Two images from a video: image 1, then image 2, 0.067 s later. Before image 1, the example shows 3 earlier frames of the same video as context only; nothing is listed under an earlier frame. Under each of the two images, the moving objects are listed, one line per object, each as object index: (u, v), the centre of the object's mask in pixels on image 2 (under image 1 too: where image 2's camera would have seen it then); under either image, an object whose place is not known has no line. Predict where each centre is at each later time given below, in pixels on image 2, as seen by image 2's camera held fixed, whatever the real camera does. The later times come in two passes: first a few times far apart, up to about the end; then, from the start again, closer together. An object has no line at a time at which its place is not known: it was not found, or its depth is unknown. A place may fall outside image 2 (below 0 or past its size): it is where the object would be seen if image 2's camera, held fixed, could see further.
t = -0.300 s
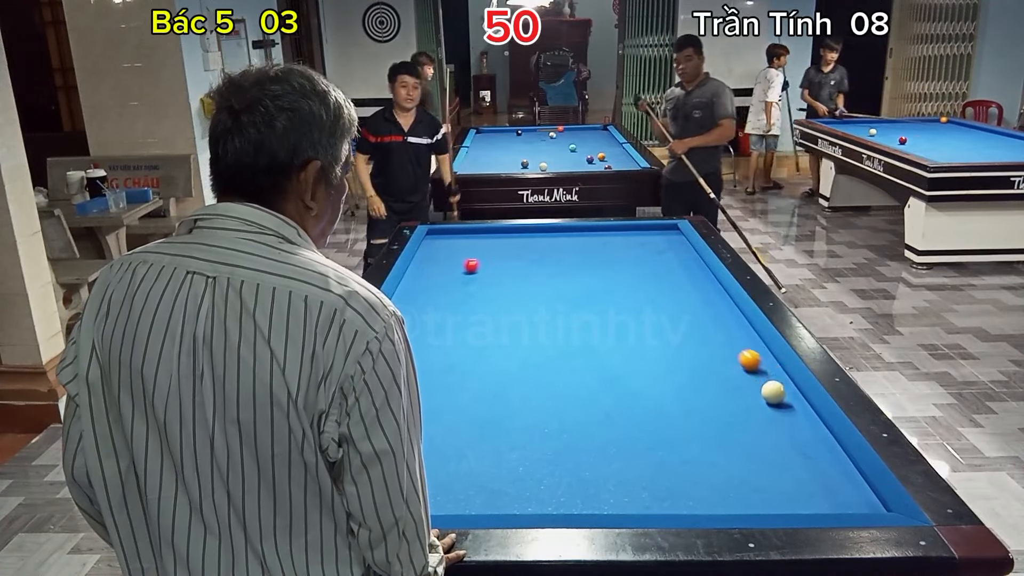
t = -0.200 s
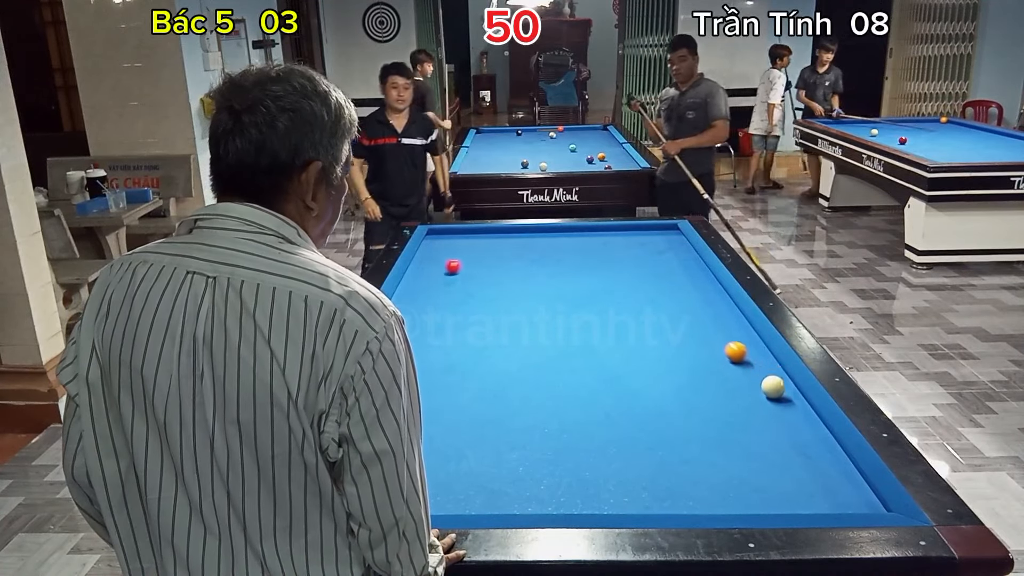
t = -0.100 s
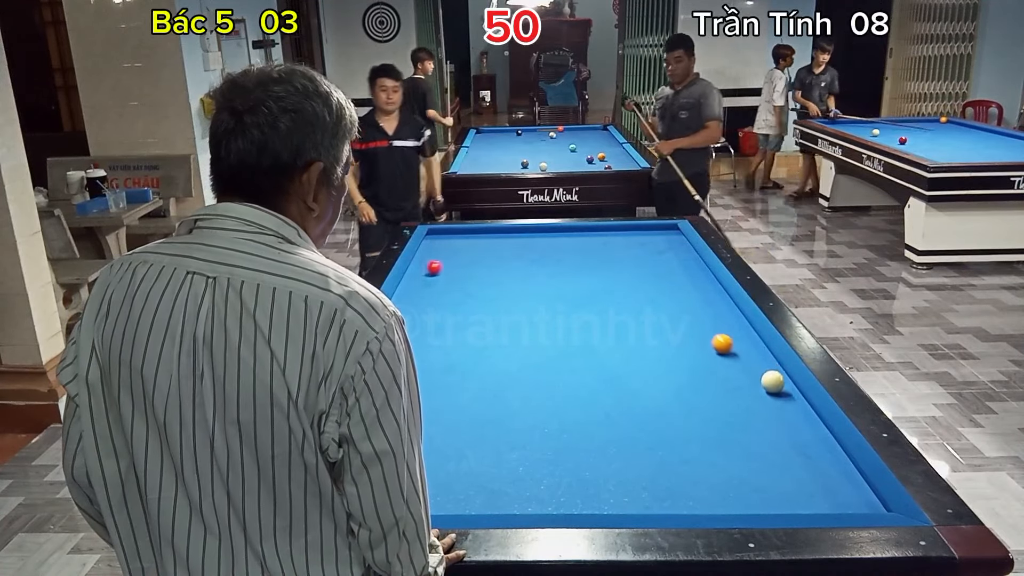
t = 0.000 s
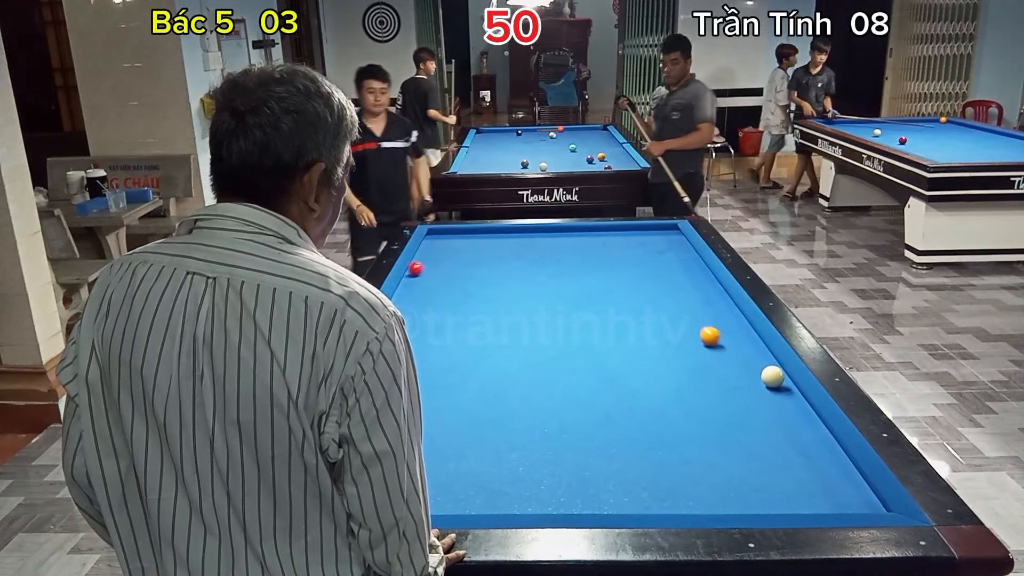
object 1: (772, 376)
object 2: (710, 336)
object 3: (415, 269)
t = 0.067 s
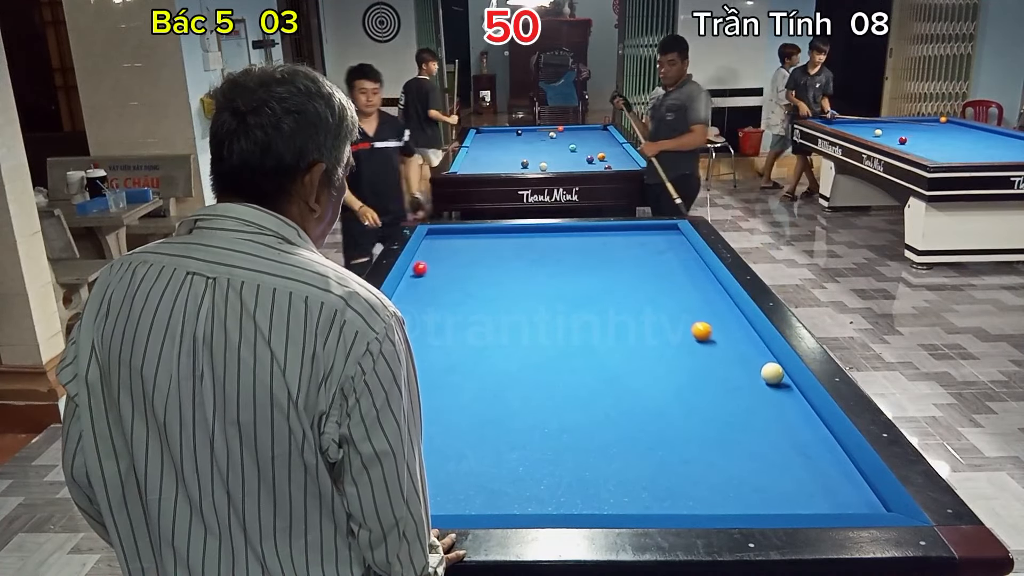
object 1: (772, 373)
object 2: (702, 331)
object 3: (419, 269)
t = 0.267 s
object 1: (770, 364)
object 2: (679, 318)
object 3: (441, 269)
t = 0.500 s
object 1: (758, 354)
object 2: (656, 304)
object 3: (465, 270)
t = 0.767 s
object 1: (746, 343)
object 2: (632, 291)
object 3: (493, 271)
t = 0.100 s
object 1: (772, 372)
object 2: (698, 329)
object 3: (423, 269)
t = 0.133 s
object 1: (772, 370)
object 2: (694, 327)
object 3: (427, 269)
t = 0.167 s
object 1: (772, 369)
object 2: (690, 324)
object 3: (430, 269)
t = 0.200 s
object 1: (772, 367)
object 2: (687, 322)
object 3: (434, 269)
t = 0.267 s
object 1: (770, 364)
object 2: (679, 318)
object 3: (441, 269)
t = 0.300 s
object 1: (768, 363)
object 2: (676, 316)
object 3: (444, 270)
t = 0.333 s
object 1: (767, 361)
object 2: (672, 314)
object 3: (448, 270)
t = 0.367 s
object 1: (765, 360)
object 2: (669, 312)
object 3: (451, 270)
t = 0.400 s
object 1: (763, 358)
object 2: (666, 310)
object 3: (455, 270)
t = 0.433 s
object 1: (761, 357)
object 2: (662, 308)
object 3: (458, 270)
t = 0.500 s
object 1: (758, 354)
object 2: (656, 304)
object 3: (465, 270)
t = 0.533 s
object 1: (757, 353)
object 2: (653, 303)
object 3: (469, 270)
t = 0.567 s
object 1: (755, 351)
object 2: (650, 301)
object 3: (472, 270)
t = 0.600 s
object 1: (754, 350)
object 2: (647, 299)
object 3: (476, 270)
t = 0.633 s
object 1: (752, 349)
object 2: (644, 297)
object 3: (479, 271)
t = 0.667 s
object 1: (750, 347)
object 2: (641, 296)
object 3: (483, 270)
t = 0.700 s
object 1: (749, 346)
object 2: (638, 293)
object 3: (486, 271)
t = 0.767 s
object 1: (746, 343)
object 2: (632, 291)
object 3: (493, 271)
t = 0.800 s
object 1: (744, 342)
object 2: (629, 289)
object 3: (496, 271)
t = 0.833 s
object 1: (743, 341)
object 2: (627, 287)
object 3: (500, 271)
